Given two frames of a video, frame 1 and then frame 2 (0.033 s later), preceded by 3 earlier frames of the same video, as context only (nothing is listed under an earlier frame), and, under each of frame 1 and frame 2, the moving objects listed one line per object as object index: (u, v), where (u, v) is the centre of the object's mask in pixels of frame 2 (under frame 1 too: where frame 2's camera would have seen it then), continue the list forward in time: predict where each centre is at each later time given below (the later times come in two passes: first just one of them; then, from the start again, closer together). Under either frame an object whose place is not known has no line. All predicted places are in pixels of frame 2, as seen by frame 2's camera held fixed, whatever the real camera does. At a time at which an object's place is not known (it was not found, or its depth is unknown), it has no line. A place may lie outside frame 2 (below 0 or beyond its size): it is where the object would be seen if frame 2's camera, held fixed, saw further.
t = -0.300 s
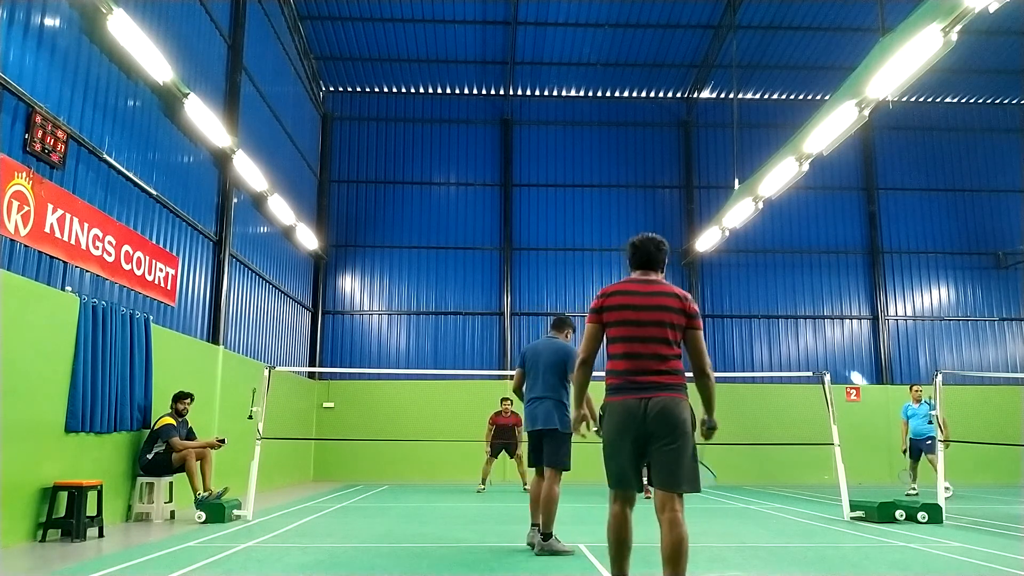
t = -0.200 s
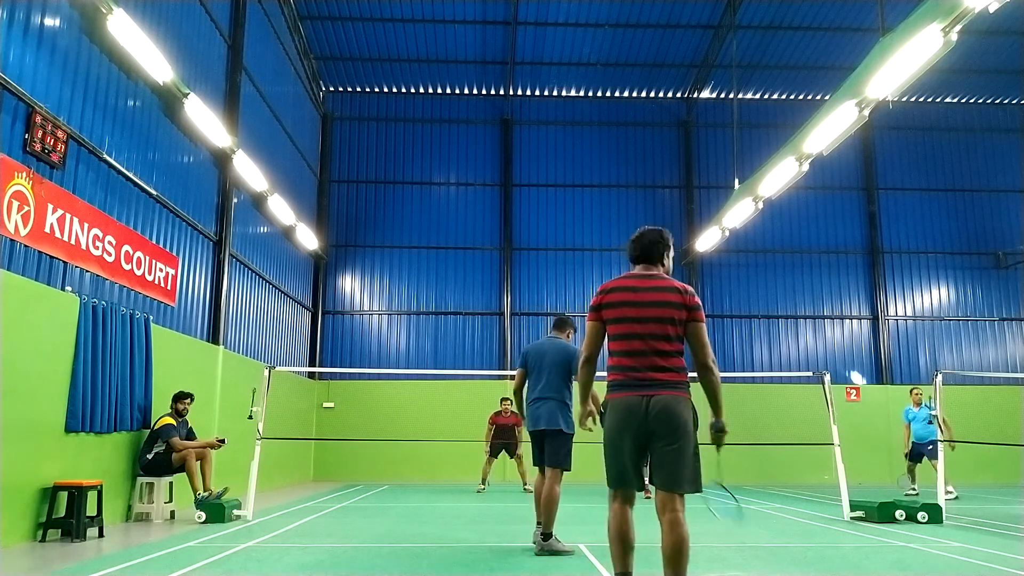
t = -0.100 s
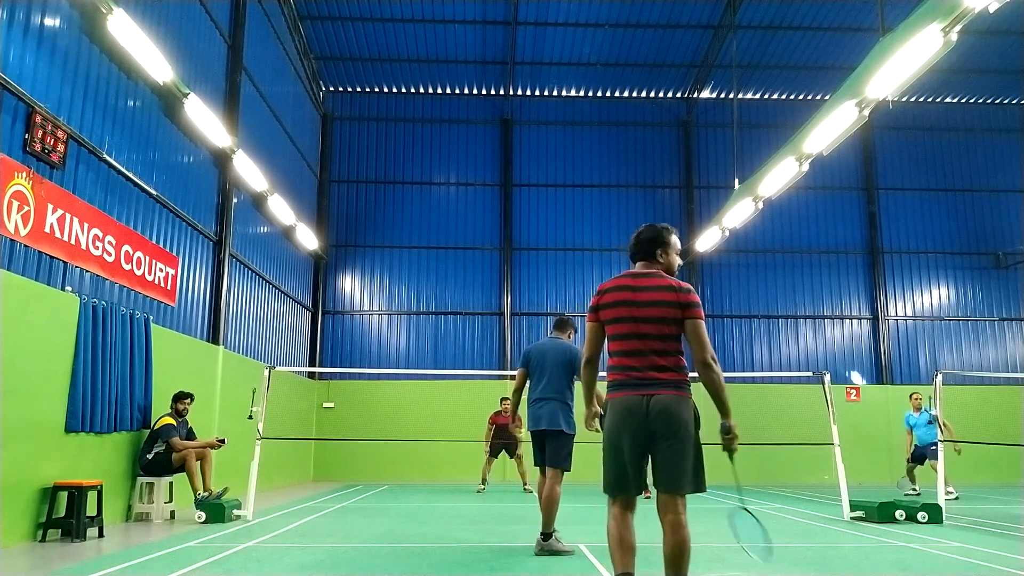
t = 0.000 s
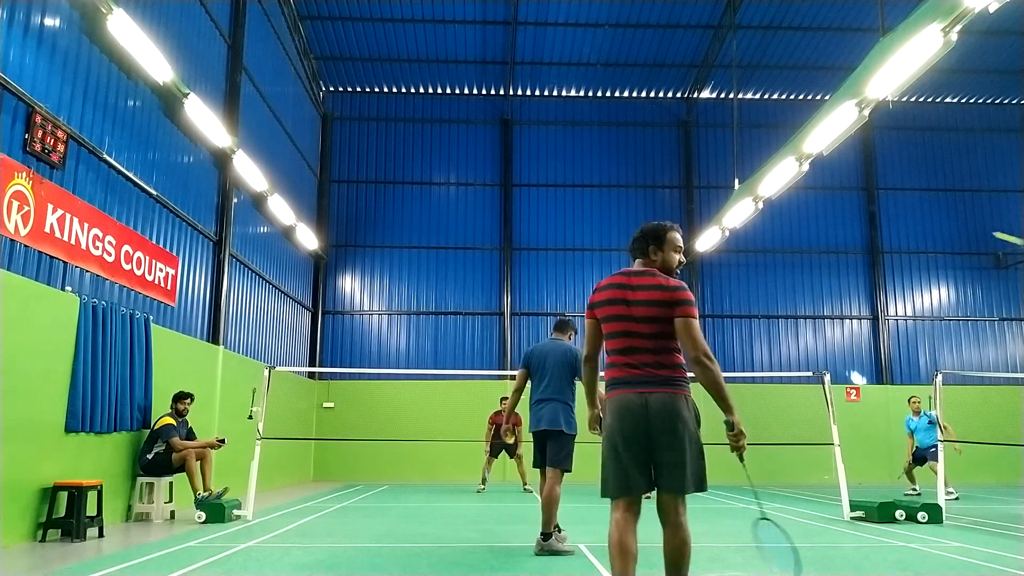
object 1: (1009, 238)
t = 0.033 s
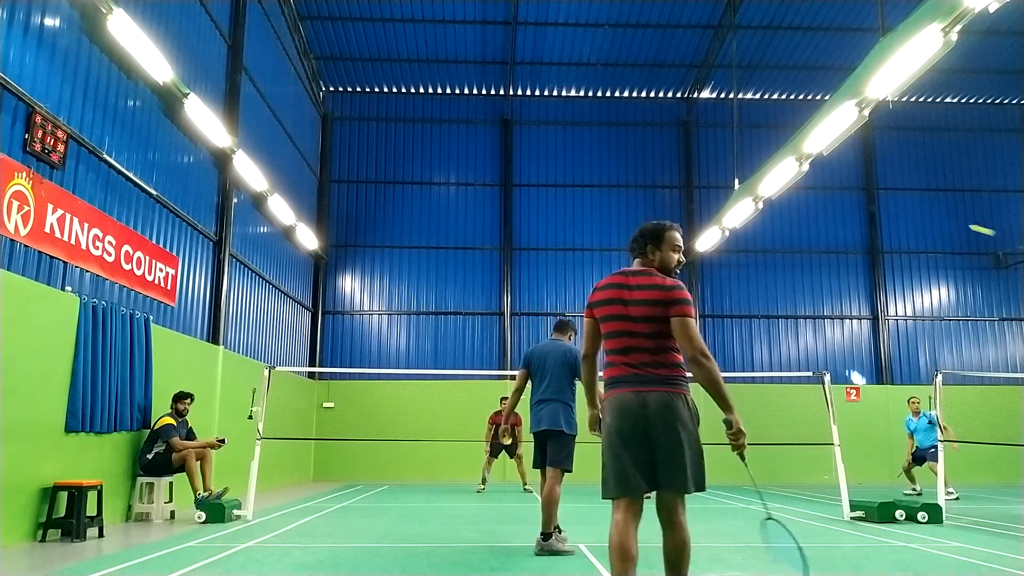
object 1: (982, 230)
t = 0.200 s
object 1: (901, 214)
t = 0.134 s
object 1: (927, 216)
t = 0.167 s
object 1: (913, 214)
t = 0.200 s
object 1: (901, 214)
